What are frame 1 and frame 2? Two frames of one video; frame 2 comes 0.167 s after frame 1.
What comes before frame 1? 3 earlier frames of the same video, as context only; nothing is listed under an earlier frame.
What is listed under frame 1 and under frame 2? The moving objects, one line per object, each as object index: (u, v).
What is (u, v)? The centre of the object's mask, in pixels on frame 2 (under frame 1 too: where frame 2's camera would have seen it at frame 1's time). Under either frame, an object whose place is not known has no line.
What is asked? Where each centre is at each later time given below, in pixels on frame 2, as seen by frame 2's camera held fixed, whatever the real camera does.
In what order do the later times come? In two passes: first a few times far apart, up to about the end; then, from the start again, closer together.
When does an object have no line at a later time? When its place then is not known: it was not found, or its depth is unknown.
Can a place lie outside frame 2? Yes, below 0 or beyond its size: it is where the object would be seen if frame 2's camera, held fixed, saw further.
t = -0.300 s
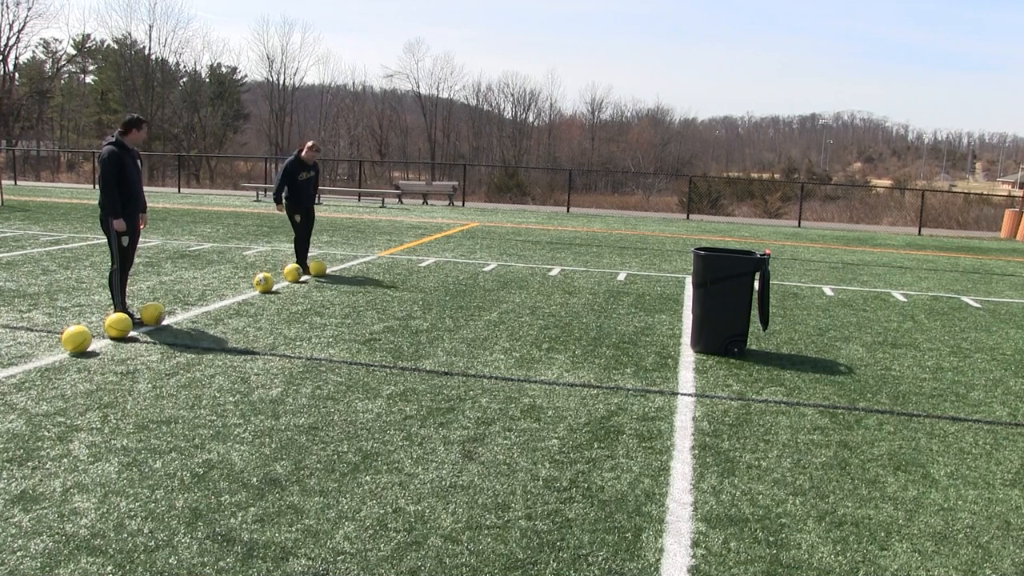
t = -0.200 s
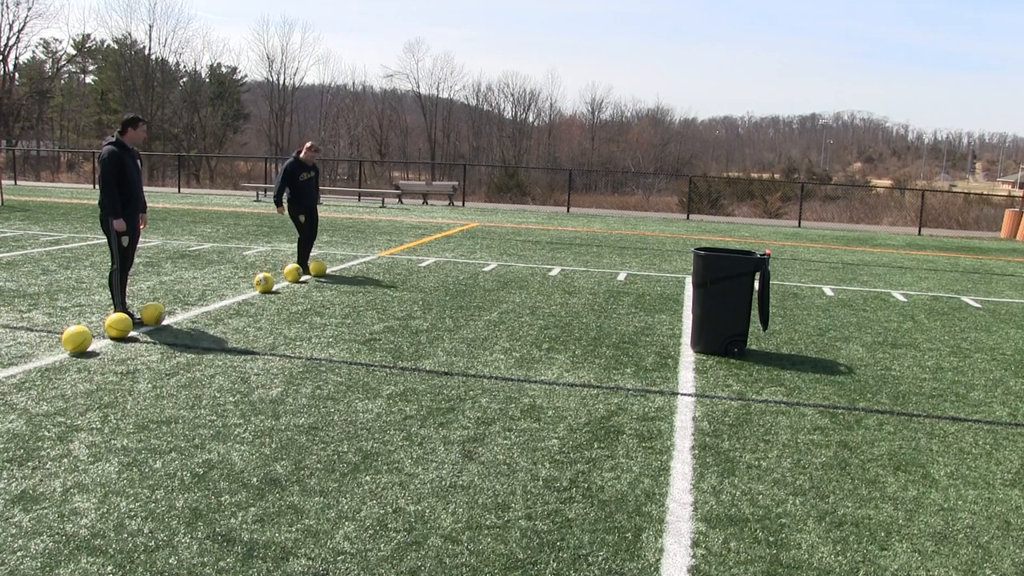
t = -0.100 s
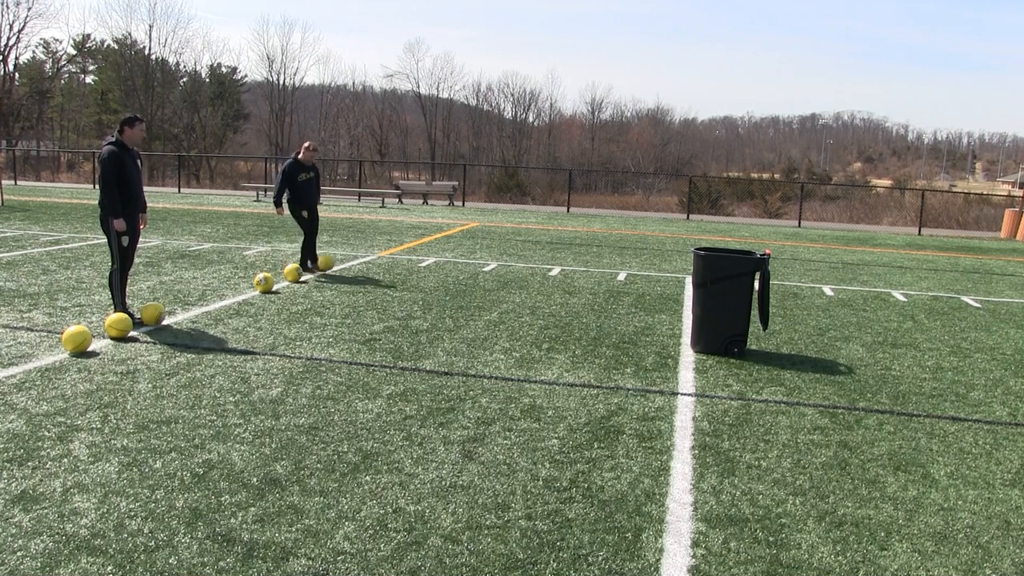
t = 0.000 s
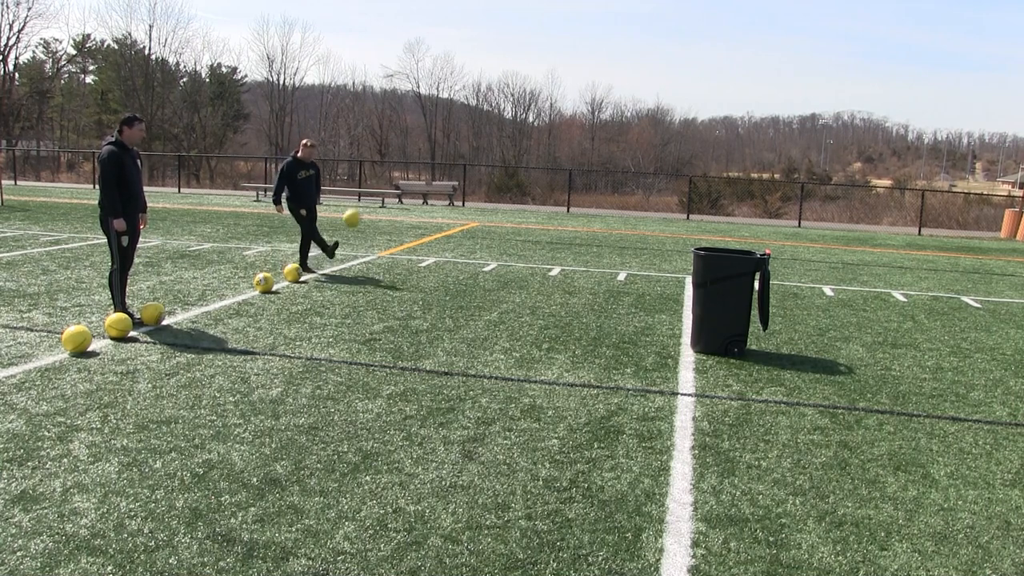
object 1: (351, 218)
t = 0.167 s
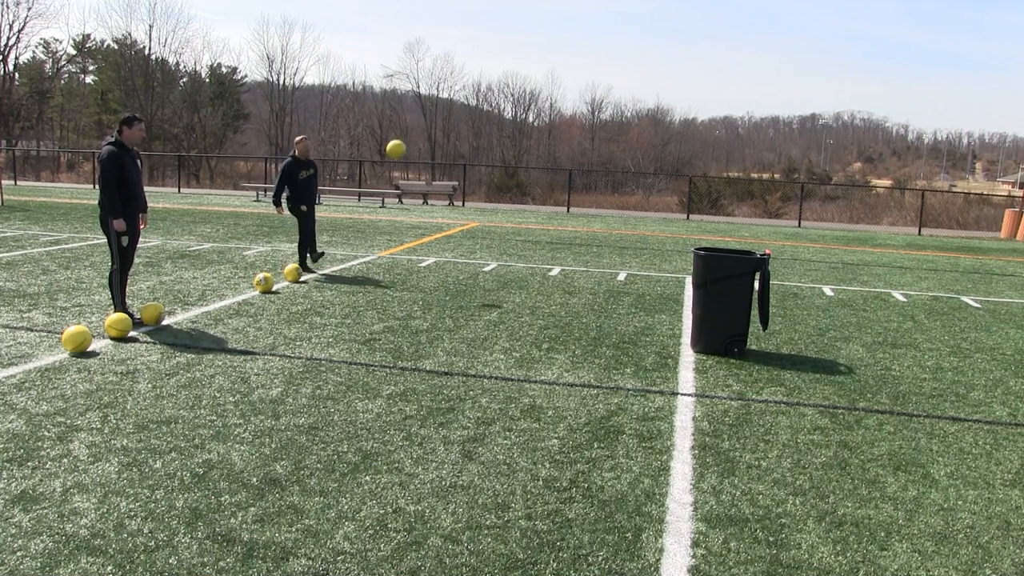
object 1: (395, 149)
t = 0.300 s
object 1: (433, 108)
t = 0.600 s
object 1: (527, 68)
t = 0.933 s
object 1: (642, 127)
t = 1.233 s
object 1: (755, 289)
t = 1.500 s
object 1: (834, 264)
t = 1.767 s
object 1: (915, 238)
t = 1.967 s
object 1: (971, 270)
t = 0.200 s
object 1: (405, 137)
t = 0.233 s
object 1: (414, 126)
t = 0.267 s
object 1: (424, 117)
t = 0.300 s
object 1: (433, 108)
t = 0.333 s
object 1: (443, 100)
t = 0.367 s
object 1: (453, 93)
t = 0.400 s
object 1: (464, 86)
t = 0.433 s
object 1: (474, 80)
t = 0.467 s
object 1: (484, 77)
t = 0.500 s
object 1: (495, 73)
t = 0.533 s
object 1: (506, 70)
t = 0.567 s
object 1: (516, 69)
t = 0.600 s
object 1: (527, 68)
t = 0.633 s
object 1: (538, 69)
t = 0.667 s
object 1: (549, 70)
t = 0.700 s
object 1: (561, 74)
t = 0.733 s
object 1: (572, 78)
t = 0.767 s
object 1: (584, 83)
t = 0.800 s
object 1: (595, 89)
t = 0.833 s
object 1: (607, 96)
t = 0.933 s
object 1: (642, 127)
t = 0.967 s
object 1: (654, 140)
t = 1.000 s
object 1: (667, 154)
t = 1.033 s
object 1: (679, 170)
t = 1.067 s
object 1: (691, 187)
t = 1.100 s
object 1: (703, 205)
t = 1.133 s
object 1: (715, 224)
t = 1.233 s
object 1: (755, 289)
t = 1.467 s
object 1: (825, 273)
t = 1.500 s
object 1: (834, 264)
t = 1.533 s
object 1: (846, 257)
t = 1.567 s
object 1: (856, 251)
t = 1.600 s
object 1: (865, 245)
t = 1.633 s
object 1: (876, 242)
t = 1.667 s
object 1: (885, 239)
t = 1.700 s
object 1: (895, 238)
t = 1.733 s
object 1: (905, 237)
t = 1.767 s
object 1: (915, 238)
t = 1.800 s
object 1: (924, 240)
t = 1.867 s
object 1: (943, 248)
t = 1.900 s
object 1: (953, 254)
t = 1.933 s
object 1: (961, 261)
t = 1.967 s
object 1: (971, 270)
